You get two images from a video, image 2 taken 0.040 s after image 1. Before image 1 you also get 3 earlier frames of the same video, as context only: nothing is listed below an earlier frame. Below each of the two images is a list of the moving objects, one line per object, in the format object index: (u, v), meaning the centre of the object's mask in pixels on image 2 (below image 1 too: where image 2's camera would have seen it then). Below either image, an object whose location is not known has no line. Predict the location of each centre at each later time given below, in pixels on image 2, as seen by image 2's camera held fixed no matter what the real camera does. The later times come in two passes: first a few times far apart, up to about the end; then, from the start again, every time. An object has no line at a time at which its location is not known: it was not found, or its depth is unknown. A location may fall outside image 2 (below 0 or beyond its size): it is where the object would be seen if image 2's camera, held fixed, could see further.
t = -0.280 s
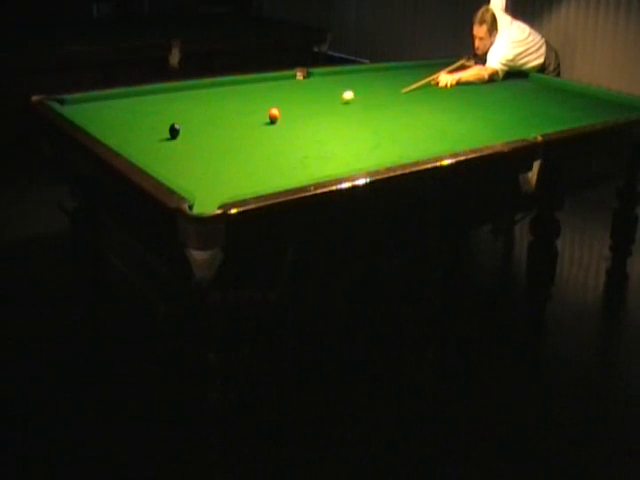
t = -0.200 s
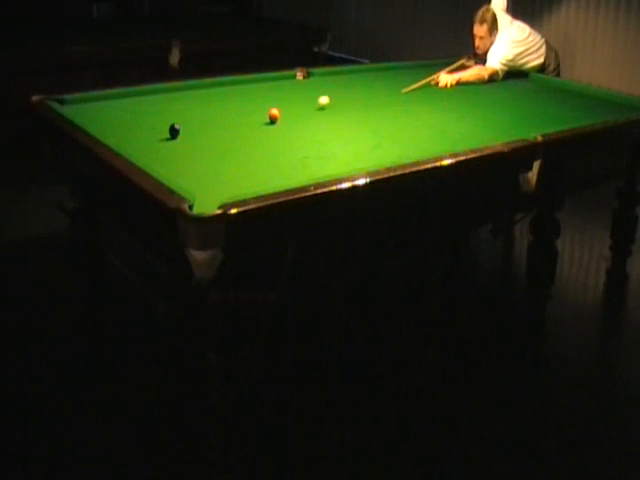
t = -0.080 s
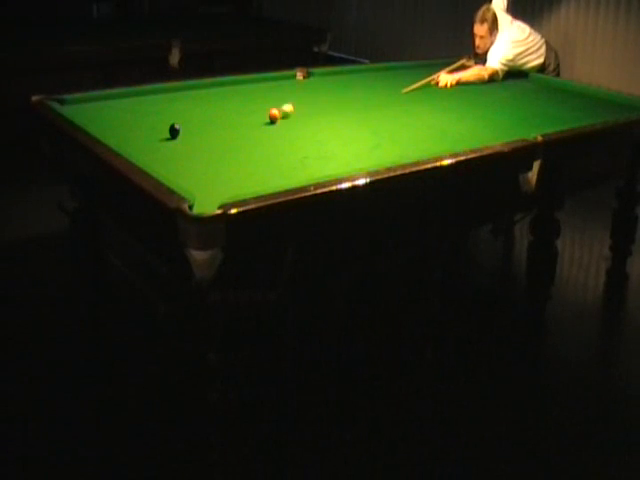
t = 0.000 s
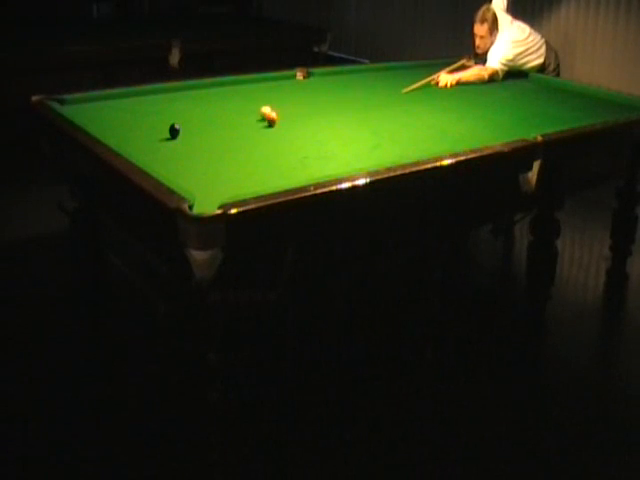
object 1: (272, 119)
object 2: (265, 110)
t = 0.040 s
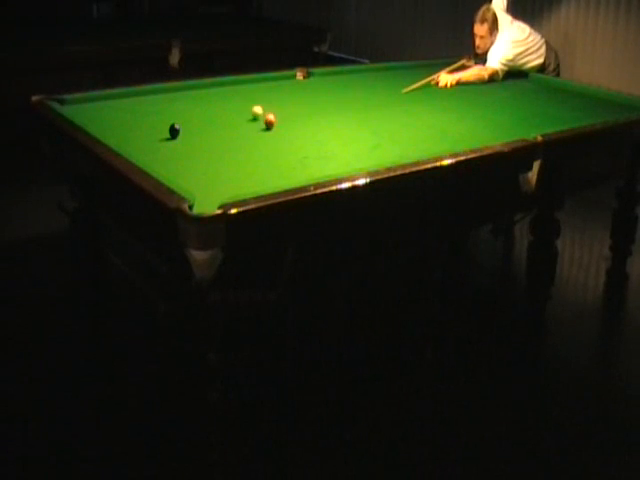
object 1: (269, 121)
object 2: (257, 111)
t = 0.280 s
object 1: (258, 137)
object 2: (213, 111)
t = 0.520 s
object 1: (246, 155)
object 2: (172, 110)
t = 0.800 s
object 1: (228, 180)
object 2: (125, 109)
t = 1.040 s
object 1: (209, 205)
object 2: (88, 108)
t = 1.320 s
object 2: (75, 104)
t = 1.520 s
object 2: (85, 100)
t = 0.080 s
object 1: (267, 124)
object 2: (249, 111)
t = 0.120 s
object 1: (266, 127)
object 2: (242, 111)
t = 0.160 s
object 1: (264, 129)
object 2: (235, 111)
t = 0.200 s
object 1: (262, 132)
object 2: (228, 111)
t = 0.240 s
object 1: (260, 134)
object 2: (220, 111)
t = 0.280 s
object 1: (258, 137)
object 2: (213, 111)
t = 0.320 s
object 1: (256, 140)
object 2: (206, 111)
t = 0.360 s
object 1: (254, 143)
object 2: (199, 110)
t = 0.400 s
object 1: (252, 146)
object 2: (192, 110)
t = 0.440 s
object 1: (250, 149)
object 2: (185, 110)
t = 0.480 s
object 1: (248, 152)
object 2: (178, 110)
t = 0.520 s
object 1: (246, 155)
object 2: (172, 110)
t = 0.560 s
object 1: (243, 159)
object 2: (165, 110)
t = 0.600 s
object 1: (241, 162)
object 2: (158, 109)
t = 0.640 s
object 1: (238, 165)
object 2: (151, 109)
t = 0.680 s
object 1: (236, 169)
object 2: (144, 109)
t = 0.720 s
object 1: (234, 172)
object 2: (138, 109)
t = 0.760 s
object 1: (231, 176)
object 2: (132, 109)
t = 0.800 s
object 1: (228, 180)
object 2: (125, 109)
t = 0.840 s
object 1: (225, 184)
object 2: (119, 109)
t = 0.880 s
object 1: (222, 187)
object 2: (113, 108)
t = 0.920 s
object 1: (219, 191)
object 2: (106, 108)
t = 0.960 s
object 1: (216, 195)
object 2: (100, 108)
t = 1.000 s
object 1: (213, 200)
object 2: (94, 108)
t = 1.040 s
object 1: (209, 205)
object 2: (88, 108)
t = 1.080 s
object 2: (81, 108)
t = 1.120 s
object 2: (76, 107)
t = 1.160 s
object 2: (69, 106)
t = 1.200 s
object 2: (68, 106)
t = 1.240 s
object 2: (70, 105)
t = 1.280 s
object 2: (72, 105)
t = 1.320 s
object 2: (75, 104)
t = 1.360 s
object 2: (77, 103)
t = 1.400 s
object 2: (78, 103)
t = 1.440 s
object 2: (81, 102)
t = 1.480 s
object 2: (83, 101)
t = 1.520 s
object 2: (85, 100)
